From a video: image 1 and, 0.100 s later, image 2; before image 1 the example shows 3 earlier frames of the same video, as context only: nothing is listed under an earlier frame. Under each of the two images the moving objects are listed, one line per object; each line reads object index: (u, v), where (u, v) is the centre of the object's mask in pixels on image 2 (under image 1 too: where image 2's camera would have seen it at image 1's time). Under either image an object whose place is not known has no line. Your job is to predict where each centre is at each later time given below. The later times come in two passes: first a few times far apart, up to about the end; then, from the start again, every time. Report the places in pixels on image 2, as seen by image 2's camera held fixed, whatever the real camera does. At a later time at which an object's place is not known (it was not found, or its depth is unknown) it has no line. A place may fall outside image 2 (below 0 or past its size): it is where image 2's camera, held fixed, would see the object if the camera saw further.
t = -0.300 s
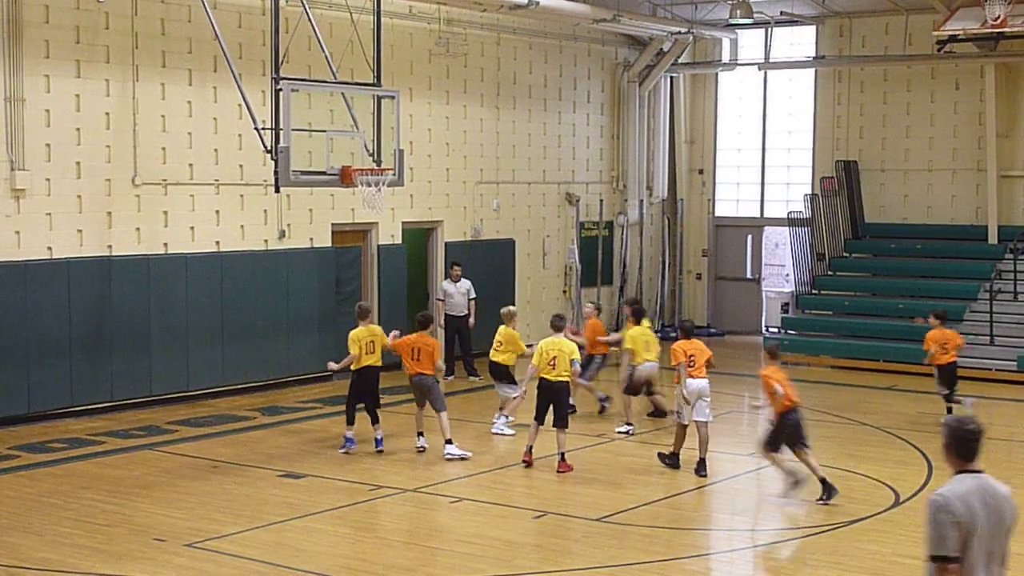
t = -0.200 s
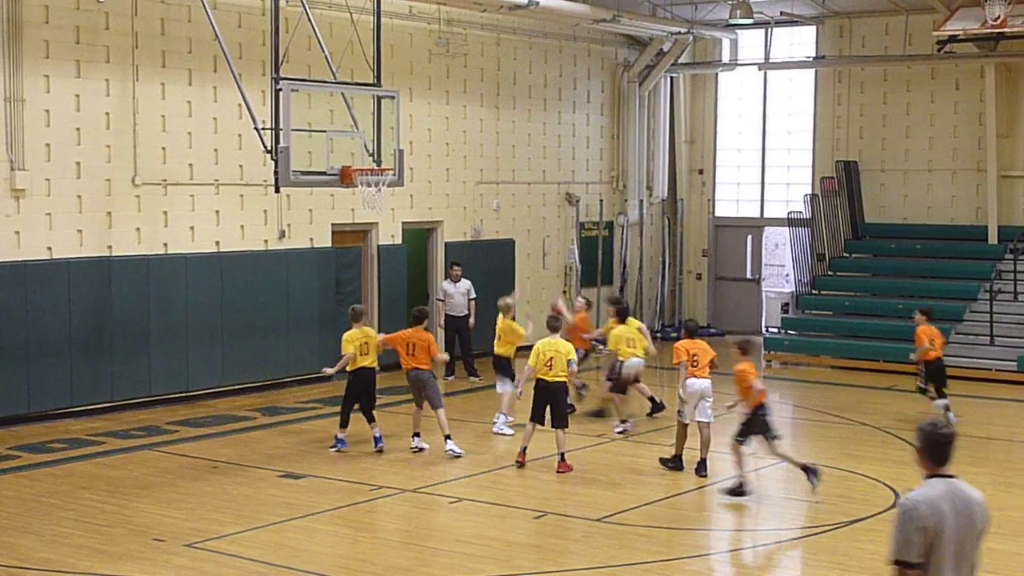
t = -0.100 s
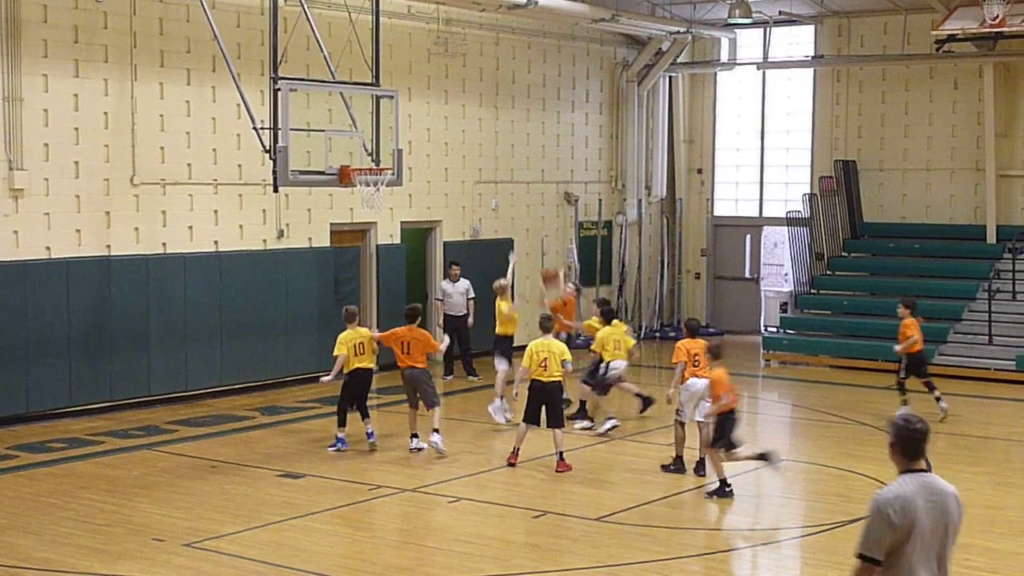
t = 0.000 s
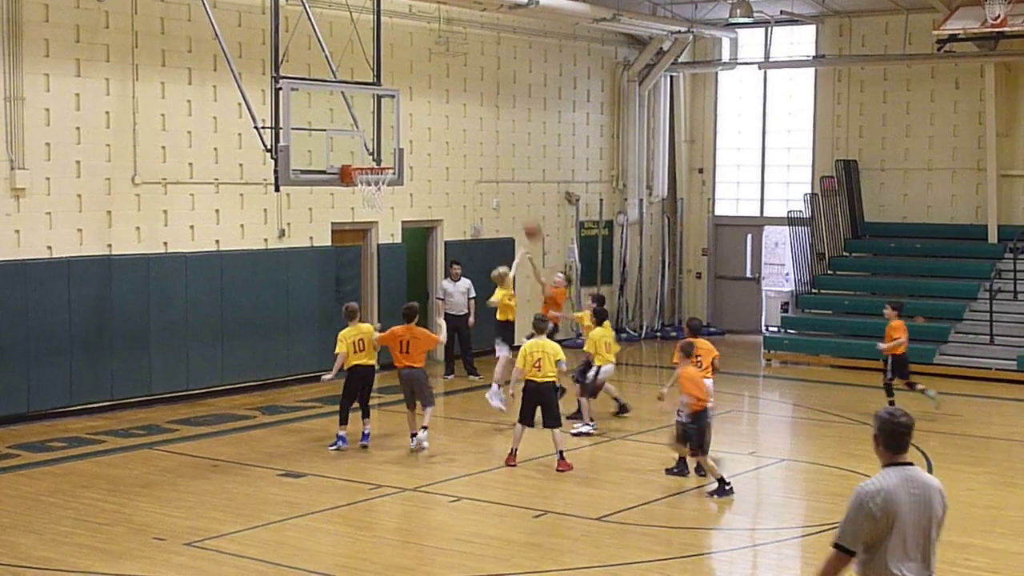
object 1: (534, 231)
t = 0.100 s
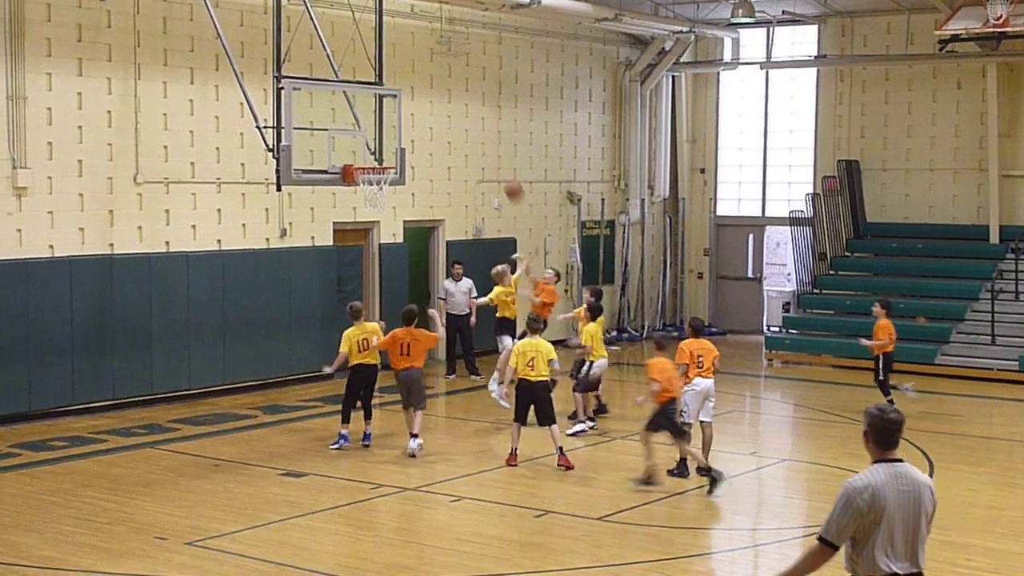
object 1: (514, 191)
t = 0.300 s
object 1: (470, 133)
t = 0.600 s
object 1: (402, 106)
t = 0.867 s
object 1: (348, 143)
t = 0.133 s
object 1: (506, 178)
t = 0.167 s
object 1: (499, 168)
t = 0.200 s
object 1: (492, 158)
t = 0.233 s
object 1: (485, 149)
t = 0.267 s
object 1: (477, 140)
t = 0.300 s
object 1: (470, 133)
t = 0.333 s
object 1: (463, 126)
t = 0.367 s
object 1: (455, 121)
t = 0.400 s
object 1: (448, 116)
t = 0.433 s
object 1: (440, 112)
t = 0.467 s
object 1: (433, 109)
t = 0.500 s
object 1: (425, 107)
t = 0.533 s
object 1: (417, 105)
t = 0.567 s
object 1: (410, 105)
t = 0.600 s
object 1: (402, 106)
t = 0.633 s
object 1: (394, 107)
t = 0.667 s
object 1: (386, 110)
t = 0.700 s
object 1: (378, 114)
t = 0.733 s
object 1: (371, 118)
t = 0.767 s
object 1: (362, 123)
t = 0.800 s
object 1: (355, 130)
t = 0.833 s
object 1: (351, 136)
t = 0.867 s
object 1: (348, 143)
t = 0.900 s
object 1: (346, 151)
